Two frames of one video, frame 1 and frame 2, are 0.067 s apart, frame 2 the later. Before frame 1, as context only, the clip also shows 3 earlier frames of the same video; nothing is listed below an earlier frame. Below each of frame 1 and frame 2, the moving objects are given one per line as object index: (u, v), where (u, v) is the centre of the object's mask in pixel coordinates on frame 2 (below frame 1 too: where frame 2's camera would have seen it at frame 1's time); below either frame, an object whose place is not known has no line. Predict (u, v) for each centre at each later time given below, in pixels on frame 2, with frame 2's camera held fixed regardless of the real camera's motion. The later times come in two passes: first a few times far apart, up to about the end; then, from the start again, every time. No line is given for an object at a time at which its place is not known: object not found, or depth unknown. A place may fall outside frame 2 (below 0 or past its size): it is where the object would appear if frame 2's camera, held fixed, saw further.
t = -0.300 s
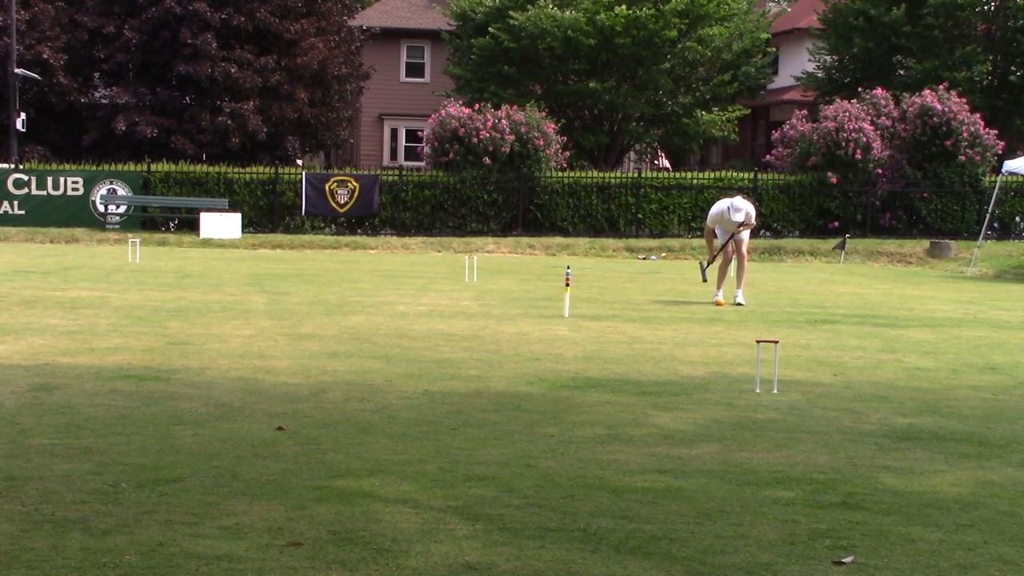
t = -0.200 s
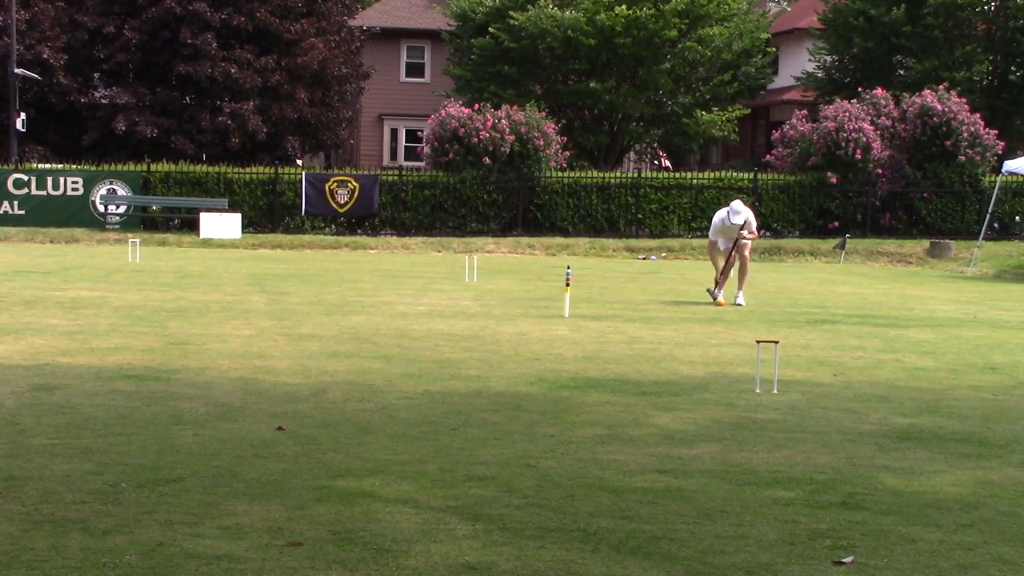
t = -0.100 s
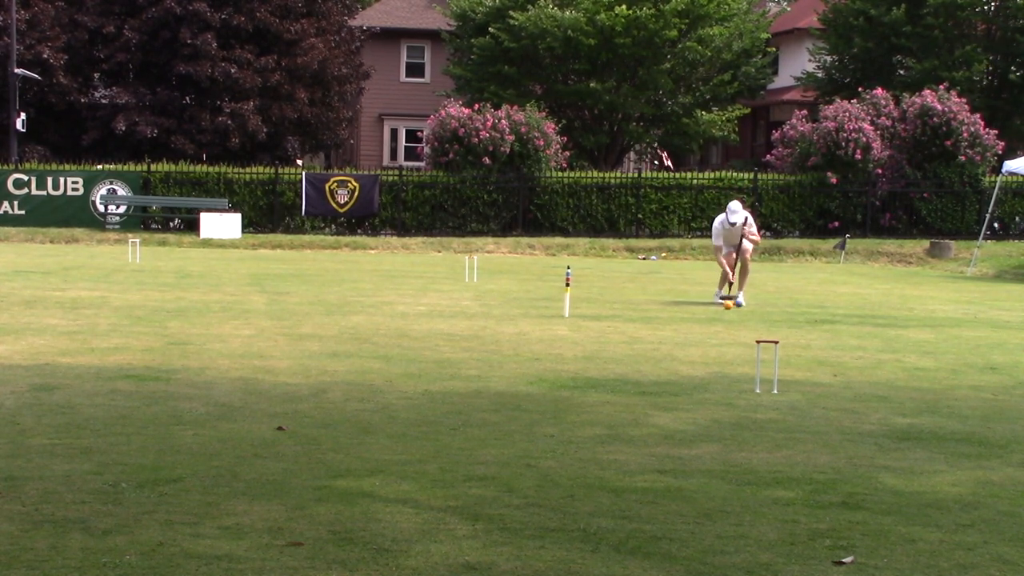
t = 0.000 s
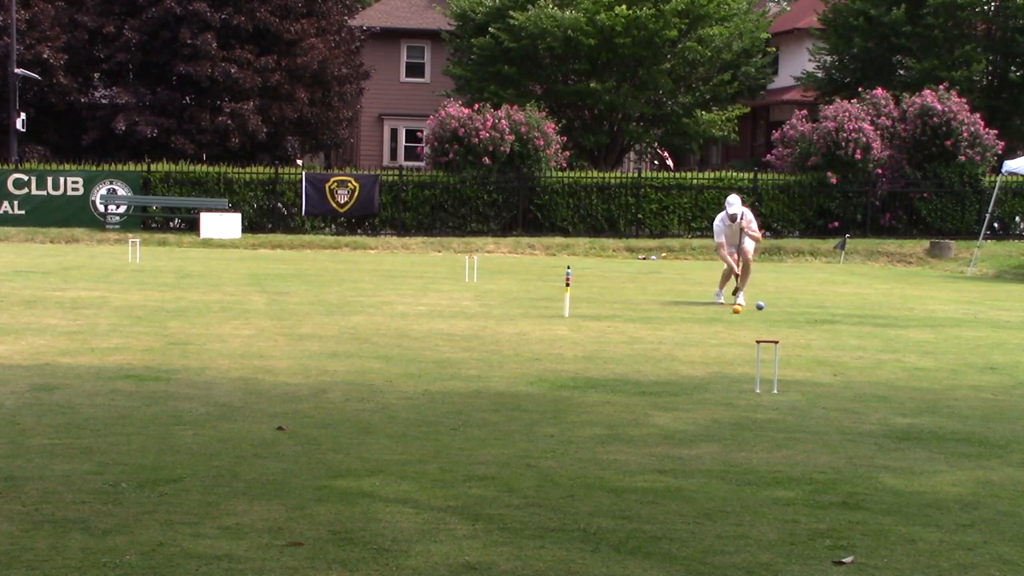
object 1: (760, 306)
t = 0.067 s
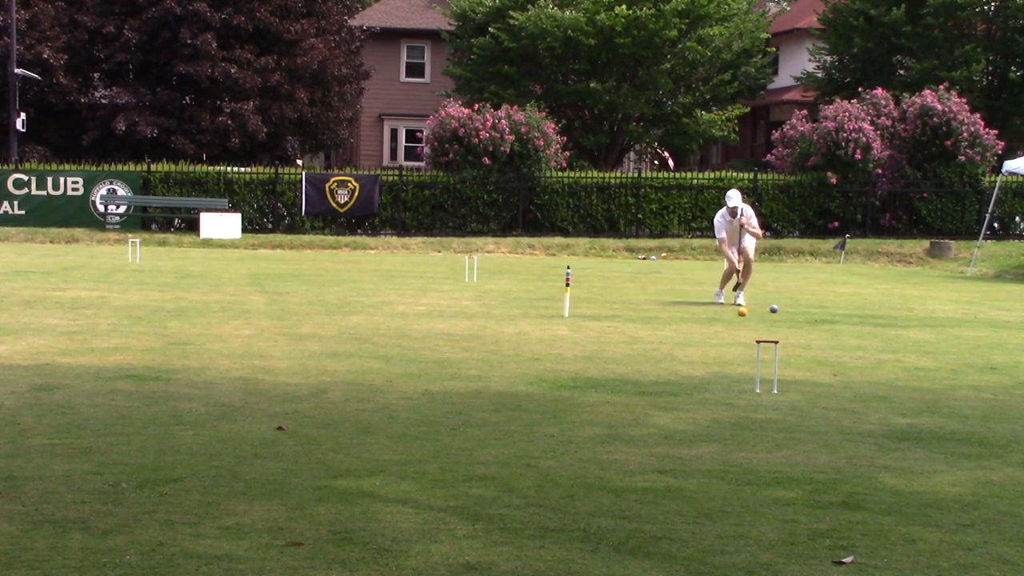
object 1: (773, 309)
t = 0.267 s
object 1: (816, 314)
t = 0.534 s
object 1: (875, 322)
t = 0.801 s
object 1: (937, 331)
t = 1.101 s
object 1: (1009, 341)
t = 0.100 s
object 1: (780, 310)
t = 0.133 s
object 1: (787, 310)
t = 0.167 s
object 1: (794, 311)
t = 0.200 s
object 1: (802, 313)
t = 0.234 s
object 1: (809, 314)
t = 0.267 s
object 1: (816, 314)
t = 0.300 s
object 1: (823, 316)
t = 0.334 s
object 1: (831, 317)
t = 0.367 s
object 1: (838, 317)
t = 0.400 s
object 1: (845, 318)
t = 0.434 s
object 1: (852, 320)
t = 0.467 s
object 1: (860, 321)
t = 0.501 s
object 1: (868, 321)
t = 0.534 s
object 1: (875, 322)
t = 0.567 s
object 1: (883, 324)
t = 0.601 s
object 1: (890, 325)
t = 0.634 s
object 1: (898, 326)
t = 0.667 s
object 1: (906, 327)
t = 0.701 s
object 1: (914, 328)
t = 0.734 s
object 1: (921, 329)
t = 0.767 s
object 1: (929, 330)
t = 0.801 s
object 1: (937, 331)
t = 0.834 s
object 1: (945, 332)
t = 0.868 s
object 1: (953, 333)
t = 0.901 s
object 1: (961, 334)
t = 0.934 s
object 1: (968, 335)
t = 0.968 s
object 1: (976, 336)
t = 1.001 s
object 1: (984, 337)
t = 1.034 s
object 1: (992, 338)
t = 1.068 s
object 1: (1001, 339)
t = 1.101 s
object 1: (1009, 341)
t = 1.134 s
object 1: (1018, 342)
